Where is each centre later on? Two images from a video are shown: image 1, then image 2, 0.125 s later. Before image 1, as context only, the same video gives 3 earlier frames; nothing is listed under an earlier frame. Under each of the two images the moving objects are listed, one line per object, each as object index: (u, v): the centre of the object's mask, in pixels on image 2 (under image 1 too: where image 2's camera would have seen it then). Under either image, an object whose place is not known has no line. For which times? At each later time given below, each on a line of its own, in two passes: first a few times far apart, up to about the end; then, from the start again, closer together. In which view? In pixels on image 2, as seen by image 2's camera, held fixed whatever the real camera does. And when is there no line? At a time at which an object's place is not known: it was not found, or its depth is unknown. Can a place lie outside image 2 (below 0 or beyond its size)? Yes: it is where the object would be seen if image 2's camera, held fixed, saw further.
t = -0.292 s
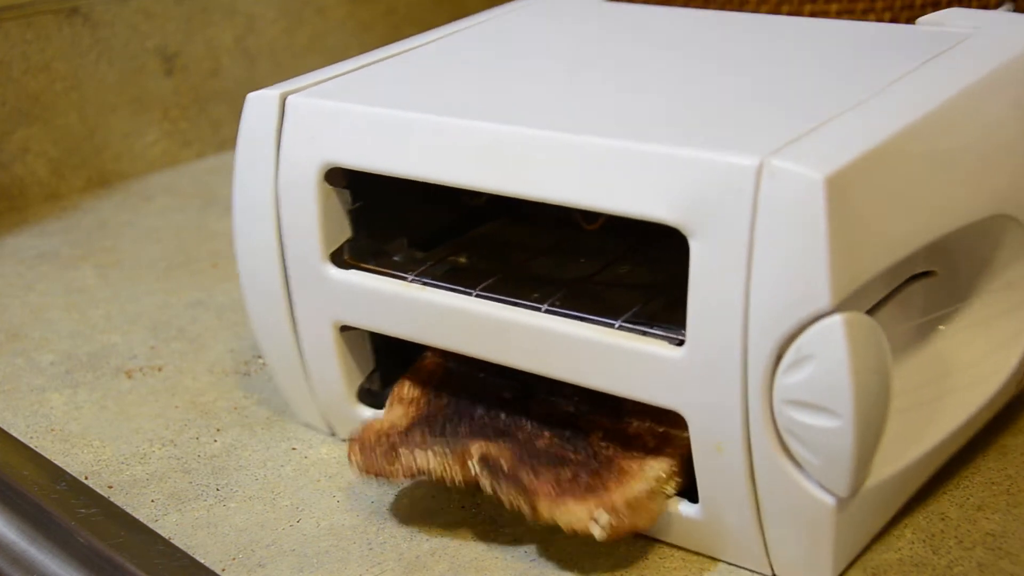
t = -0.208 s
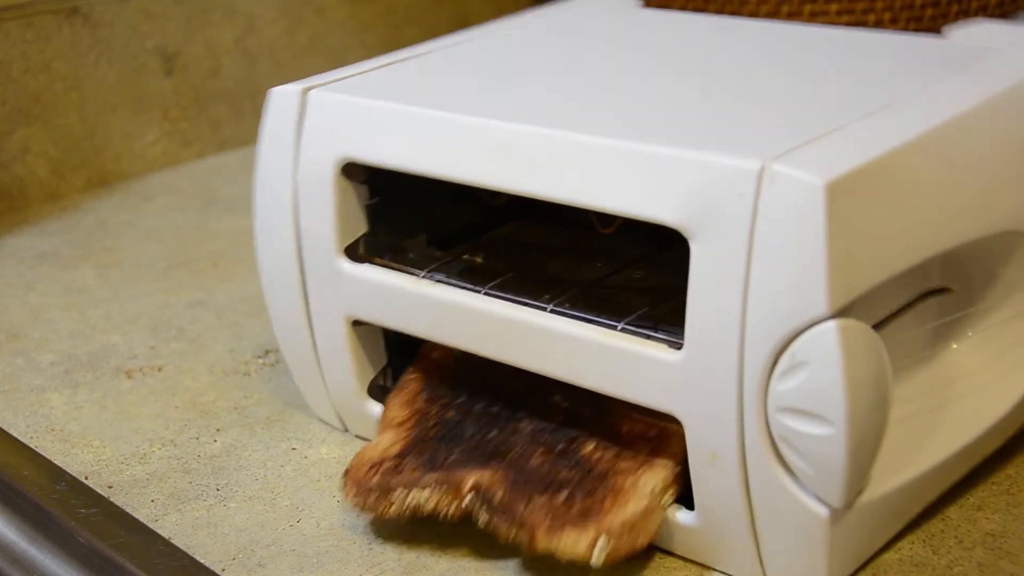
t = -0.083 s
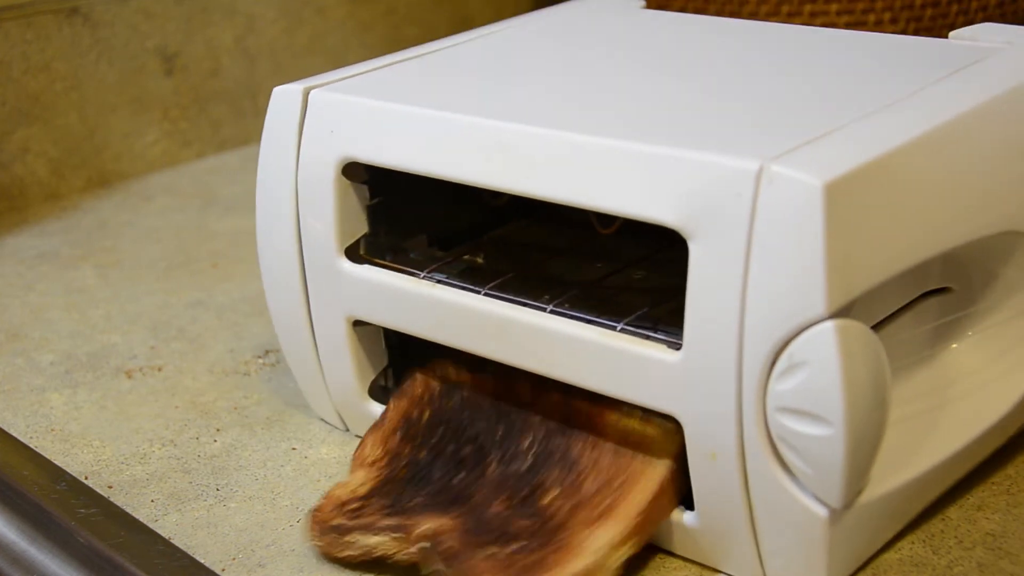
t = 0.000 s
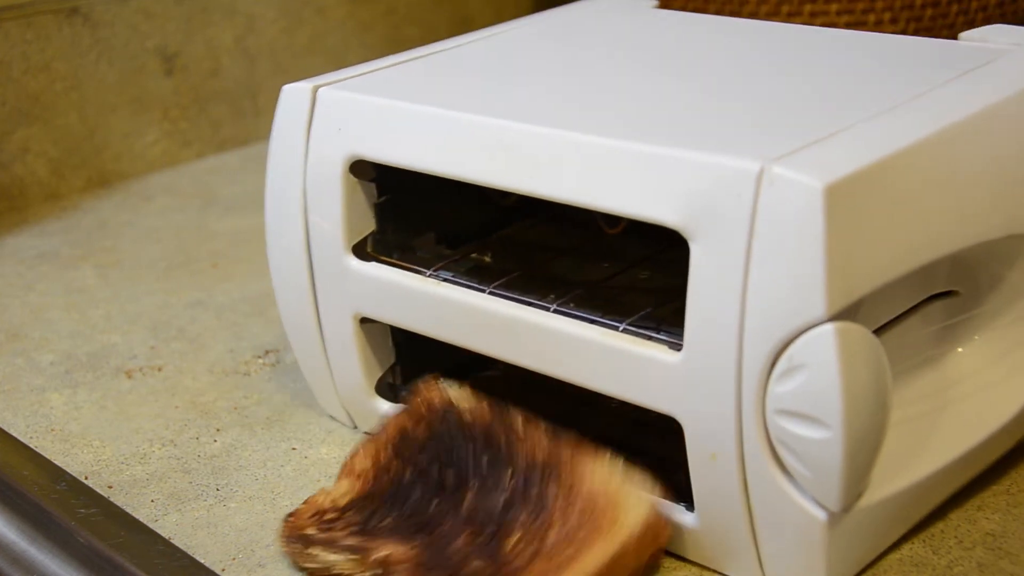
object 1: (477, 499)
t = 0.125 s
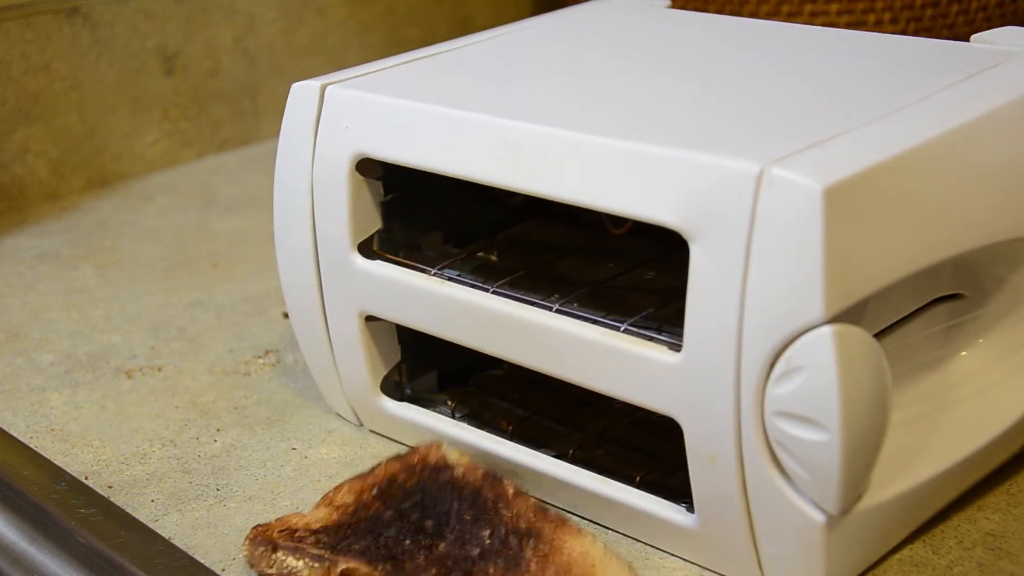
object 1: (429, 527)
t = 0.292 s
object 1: (425, 527)
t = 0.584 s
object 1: (425, 527)
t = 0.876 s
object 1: (425, 527)
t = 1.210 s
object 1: (425, 527)
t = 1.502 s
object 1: (425, 527)
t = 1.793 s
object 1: (425, 527)
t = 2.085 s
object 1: (425, 527)
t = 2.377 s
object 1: (425, 527)
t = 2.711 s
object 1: (425, 527)
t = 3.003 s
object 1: (425, 527)
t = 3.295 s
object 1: (426, 527)
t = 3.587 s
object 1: (426, 527)
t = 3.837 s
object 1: (426, 527)
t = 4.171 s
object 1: (426, 527)
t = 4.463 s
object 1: (426, 527)
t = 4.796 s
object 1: (426, 527)
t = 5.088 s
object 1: (427, 527)
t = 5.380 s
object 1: (427, 527)
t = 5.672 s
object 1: (427, 527)
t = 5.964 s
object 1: (427, 527)
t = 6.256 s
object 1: (428, 527)
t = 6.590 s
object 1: (427, 527)
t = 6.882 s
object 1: (428, 527)
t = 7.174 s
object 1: (428, 527)
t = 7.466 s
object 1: (428, 527)
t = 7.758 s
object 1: (428, 527)
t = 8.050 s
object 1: (428, 527)
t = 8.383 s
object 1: (428, 527)
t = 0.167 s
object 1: (425, 527)
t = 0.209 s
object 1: (425, 527)
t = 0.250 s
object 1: (425, 527)
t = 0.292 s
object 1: (425, 527)
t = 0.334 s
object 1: (425, 527)
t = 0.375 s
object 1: (425, 527)
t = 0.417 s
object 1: (425, 527)
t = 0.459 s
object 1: (425, 527)
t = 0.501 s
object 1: (425, 527)
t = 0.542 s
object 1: (425, 527)
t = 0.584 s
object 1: (425, 527)
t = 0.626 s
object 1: (425, 527)
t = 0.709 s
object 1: (425, 527)
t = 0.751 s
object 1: (425, 527)
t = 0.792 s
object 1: (425, 527)
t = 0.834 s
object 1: (425, 527)
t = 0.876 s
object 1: (425, 527)
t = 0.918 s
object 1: (425, 527)
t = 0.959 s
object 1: (425, 527)
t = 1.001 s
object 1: (425, 527)
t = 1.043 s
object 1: (425, 527)
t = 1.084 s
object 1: (425, 527)
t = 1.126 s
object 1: (425, 527)
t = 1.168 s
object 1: (425, 527)
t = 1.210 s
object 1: (425, 527)
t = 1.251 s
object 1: (425, 527)
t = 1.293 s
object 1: (425, 527)
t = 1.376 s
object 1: (425, 527)
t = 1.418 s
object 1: (425, 527)
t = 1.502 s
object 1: (425, 527)
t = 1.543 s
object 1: (425, 527)
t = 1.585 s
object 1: (425, 527)
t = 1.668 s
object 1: (425, 527)
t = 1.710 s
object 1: (425, 527)
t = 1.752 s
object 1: (425, 527)
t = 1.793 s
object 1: (425, 527)
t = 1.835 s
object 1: (425, 527)
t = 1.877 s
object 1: (425, 527)
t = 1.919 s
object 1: (425, 527)
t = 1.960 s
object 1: (425, 527)
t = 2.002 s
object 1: (425, 527)
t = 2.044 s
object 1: (425, 527)
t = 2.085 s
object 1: (425, 527)
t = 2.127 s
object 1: (425, 527)
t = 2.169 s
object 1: (425, 527)
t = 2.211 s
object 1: (425, 527)
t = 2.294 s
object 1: (425, 527)
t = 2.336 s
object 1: (425, 527)
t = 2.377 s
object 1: (425, 527)
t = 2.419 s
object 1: (425, 527)
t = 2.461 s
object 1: (425, 527)
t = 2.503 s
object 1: (425, 527)
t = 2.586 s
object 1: (425, 527)
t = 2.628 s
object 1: (425, 527)
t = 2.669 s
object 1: (425, 527)
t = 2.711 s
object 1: (425, 527)
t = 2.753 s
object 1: (425, 527)
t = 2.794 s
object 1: (425, 527)
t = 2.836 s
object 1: (425, 527)
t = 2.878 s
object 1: (425, 527)
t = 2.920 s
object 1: (425, 527)
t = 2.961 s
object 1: (425, 527)
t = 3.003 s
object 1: (425, 527)
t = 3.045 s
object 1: (425, 527)
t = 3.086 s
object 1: (425, 527)
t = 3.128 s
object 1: (425, 527)
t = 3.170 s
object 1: (426, 527)
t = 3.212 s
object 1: (426, 527)
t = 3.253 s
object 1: (426, 527)
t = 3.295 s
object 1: (426, 527)
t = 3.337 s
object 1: (426, 527)
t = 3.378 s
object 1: (426, 527)
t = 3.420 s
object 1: (426, 527)
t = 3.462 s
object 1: (426, 527)
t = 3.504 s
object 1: (426, 527)
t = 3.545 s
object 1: (426, 527)
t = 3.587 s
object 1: (426, 527)
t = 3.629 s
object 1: (426, 527)
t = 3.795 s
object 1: (426, 527)
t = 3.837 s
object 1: (426, 527)
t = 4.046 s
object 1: (426, 527)
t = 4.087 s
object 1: (426, 527)
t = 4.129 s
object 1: (426, 527)
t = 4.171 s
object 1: (426, 527)
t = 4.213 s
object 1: (426, 527)
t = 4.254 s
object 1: (426, 527)
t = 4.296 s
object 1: (426, 527)
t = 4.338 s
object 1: (426, 527)
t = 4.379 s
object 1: (426, 527)
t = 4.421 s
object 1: (426, 527)
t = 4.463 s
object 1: (426, 527)
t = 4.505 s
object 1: (426, 527)
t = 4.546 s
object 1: (426, 527)
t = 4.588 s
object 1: (426, 527)
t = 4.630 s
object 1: (426, 527)
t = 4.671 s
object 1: (426, 527)
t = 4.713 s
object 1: (426, 527)
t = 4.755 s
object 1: (426, 527)
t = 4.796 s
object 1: (426, 527)
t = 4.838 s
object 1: (426, 527)
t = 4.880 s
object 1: (426, 527)
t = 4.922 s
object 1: (427, 527)
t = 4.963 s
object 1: (426, 527)
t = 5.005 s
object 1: (426, 527)
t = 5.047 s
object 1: (426, 527)
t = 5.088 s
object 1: (427, 527)
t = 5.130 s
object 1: (427, 527)
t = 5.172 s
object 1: (427, 527)
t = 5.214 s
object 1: (427, 527)
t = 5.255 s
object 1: (427, 527)
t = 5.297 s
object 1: (427, 527)
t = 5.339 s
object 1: (427, 527)
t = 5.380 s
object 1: (427, 527)
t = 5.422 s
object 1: (427, 527)
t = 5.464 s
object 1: (427, 527)
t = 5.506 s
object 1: (427, 527)
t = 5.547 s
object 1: (427, 527)
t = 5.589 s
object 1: (427, 527)
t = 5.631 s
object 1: (427, 527)
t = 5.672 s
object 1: (427, 527)
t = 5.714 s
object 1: (427, 527)
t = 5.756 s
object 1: (427, 527)
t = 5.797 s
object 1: (427, 527)
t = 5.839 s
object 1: (427, 527)
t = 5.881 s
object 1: (427, 527)
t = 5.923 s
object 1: (427, 527)
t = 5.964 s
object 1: (427, 527)
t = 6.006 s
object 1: (428, 527)
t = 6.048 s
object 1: (428, 527)
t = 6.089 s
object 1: (428, 527)
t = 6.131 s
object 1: (428, 527)
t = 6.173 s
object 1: (428, 527)
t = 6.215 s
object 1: (428, 527)
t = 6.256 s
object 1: (428, 527)
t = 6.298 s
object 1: (428, 527)
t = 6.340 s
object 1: (428, 527)
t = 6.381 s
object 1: (428, 527)
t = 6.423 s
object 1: (428, 527)
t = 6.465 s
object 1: (427, 527)
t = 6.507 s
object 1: (427, 527)
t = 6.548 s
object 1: (428, 527)
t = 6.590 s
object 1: (427, 527)
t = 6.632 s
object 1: (427, 527)
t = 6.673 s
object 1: (427, 527)
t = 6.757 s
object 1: (427, 527)
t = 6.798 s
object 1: (427, 527)
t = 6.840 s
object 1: (428, 527)
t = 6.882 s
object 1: (428, 527)
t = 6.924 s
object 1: (428, 527)
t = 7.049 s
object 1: (428, 527)
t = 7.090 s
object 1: (428, 527)
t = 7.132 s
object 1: (428, 527)
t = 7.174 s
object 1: (428, 527)
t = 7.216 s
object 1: (428, 527)
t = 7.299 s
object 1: (428, 527)
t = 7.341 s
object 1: (428, 527)
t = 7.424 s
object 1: (428, 527)
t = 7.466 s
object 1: (428, 527)
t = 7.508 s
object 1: (428, 527)
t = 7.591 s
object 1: (428, 527)
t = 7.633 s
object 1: (428, 527)
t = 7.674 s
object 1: (428, 527)
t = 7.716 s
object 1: (428, 527)
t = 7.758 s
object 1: (428, 527)
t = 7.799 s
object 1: (428, 527)
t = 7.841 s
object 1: (428, 527)
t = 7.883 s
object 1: (428, 527)
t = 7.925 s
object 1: (428, 527)
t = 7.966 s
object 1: (428, 527)
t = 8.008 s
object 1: (428, 527)
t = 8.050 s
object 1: (428, 527)
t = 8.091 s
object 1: (428, 527)
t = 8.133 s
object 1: (428, 527)
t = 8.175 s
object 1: (428, 527)
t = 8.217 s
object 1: (428, 527)
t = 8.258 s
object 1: (428, 527)
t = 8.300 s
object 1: (428, 527)
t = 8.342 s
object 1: (428, 527)
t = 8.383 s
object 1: (428, 527)
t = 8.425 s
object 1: (428, 527)
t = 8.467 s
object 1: (428, 527)
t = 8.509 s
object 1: (428, 527)
